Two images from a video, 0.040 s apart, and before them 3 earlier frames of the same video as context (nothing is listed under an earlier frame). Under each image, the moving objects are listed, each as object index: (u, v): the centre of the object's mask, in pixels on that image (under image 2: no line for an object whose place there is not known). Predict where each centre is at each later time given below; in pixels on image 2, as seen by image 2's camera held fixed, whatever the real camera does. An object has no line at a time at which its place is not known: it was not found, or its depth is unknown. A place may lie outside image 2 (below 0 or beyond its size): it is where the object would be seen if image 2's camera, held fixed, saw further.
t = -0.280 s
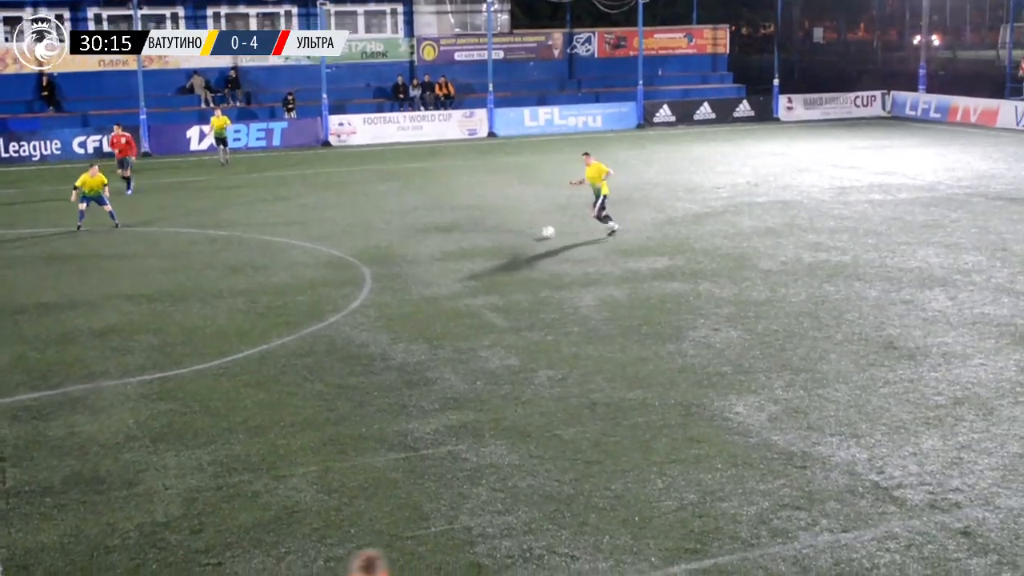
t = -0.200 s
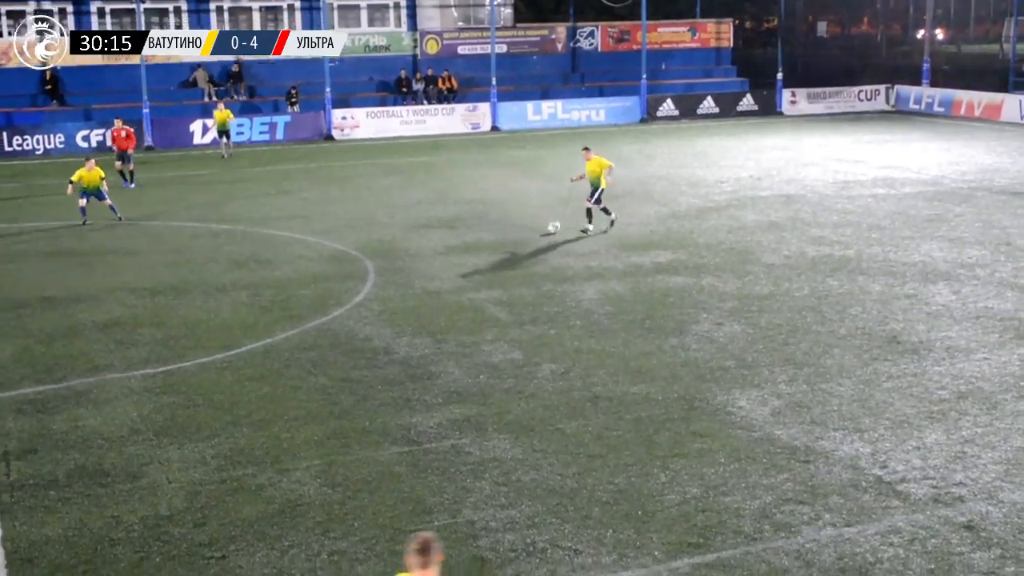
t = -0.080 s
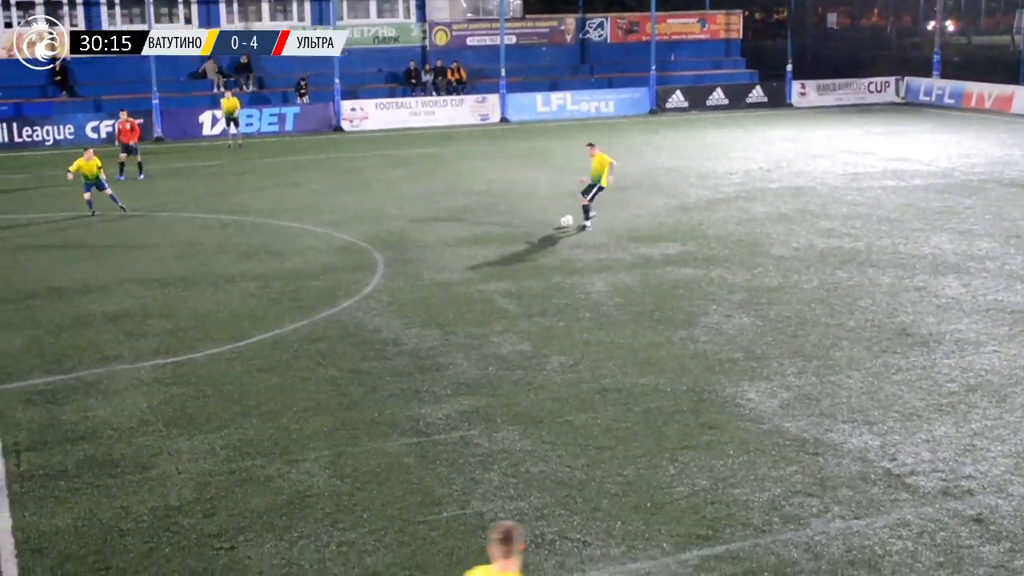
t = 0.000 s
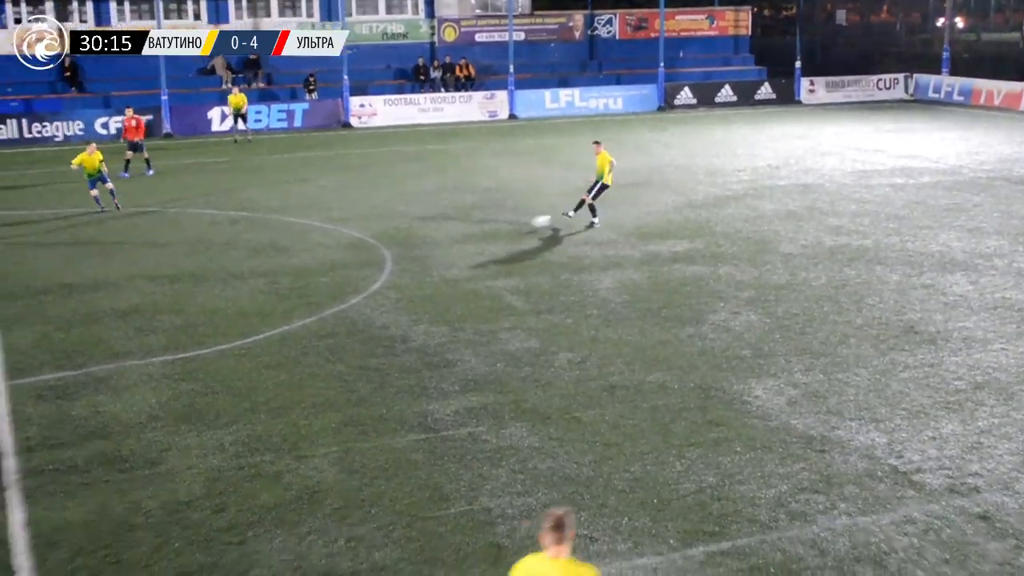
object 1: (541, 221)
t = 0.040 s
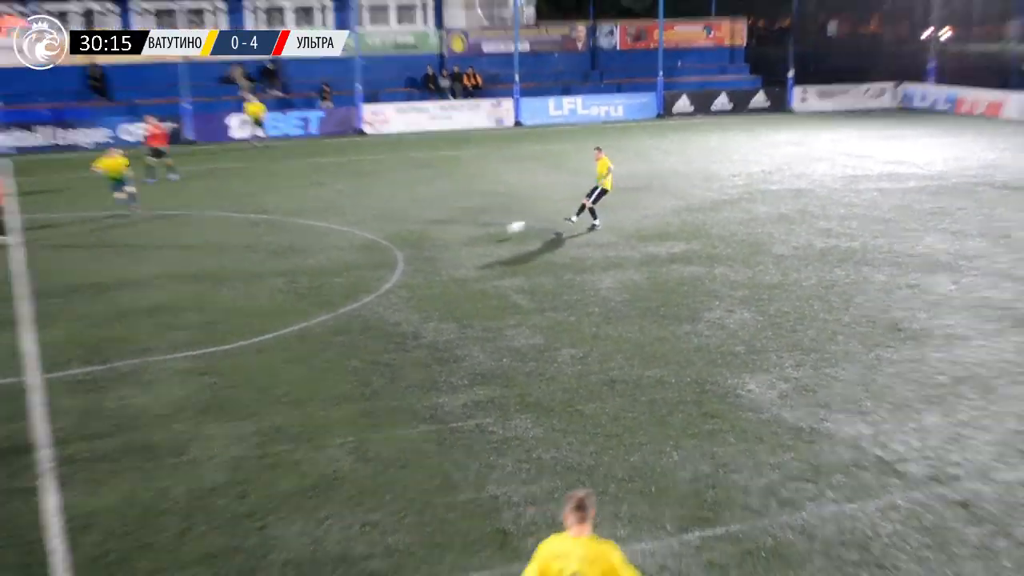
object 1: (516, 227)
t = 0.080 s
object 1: (487, 226)
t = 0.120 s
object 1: (457, 234)
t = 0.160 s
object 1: (427, 244)
